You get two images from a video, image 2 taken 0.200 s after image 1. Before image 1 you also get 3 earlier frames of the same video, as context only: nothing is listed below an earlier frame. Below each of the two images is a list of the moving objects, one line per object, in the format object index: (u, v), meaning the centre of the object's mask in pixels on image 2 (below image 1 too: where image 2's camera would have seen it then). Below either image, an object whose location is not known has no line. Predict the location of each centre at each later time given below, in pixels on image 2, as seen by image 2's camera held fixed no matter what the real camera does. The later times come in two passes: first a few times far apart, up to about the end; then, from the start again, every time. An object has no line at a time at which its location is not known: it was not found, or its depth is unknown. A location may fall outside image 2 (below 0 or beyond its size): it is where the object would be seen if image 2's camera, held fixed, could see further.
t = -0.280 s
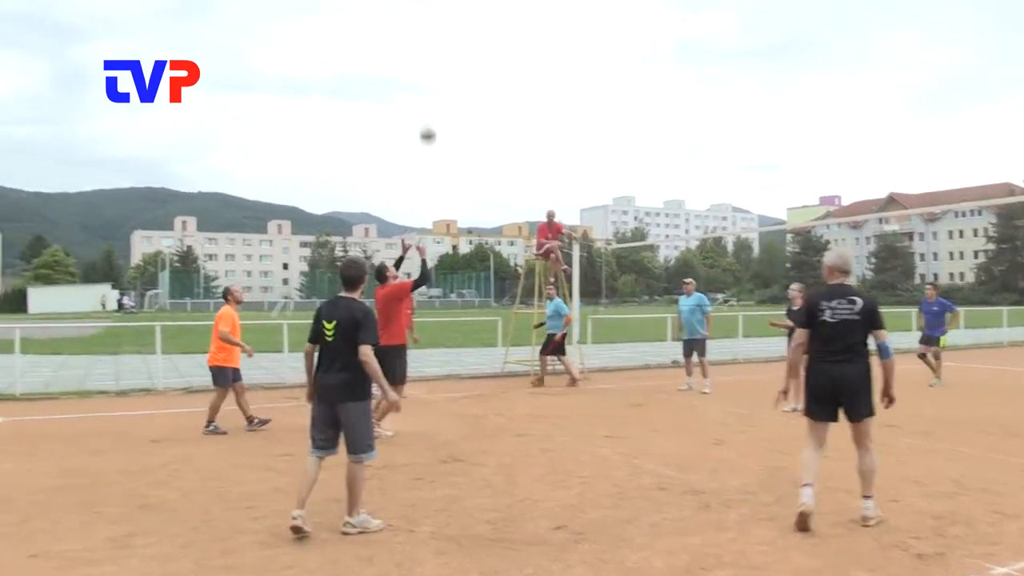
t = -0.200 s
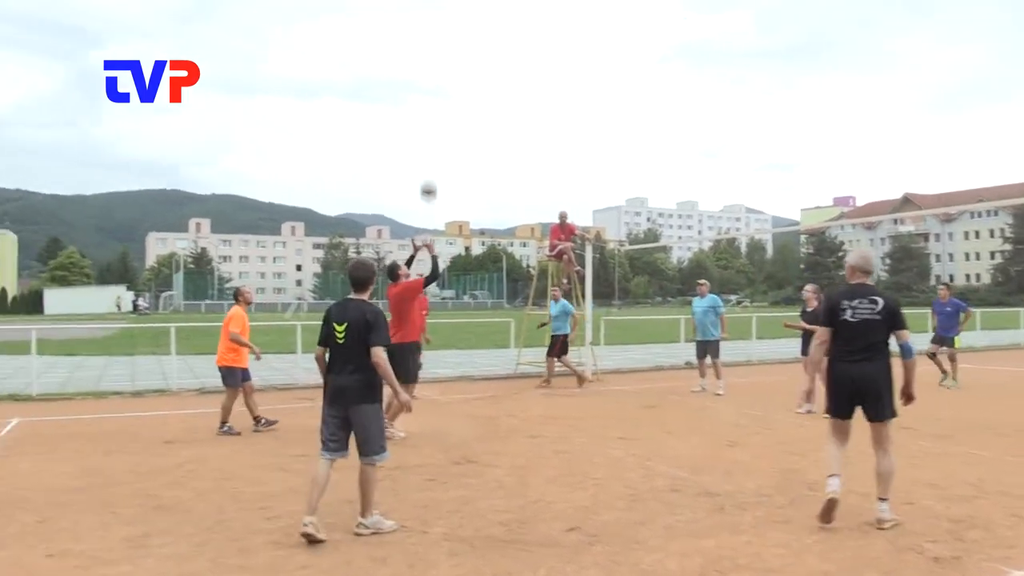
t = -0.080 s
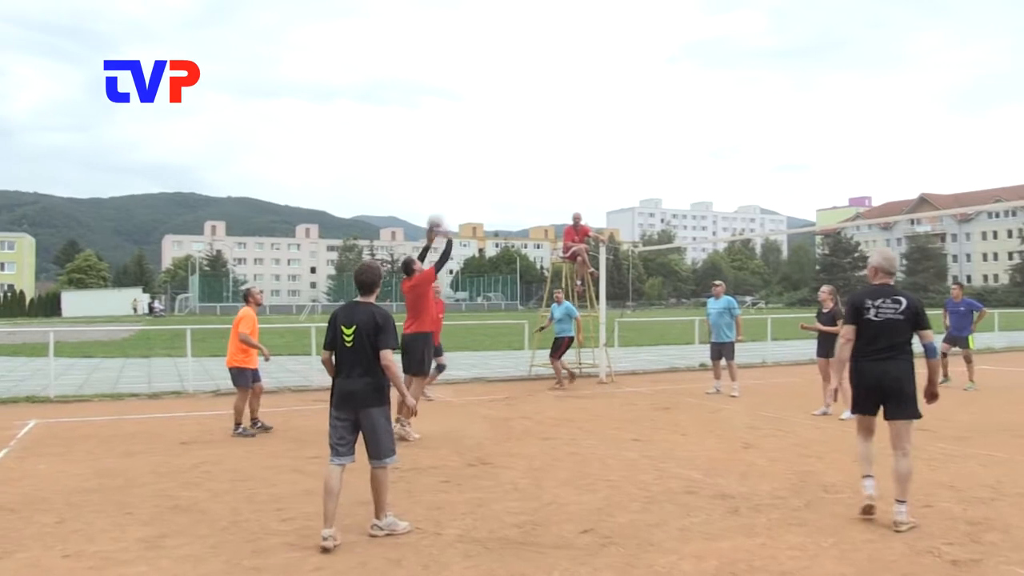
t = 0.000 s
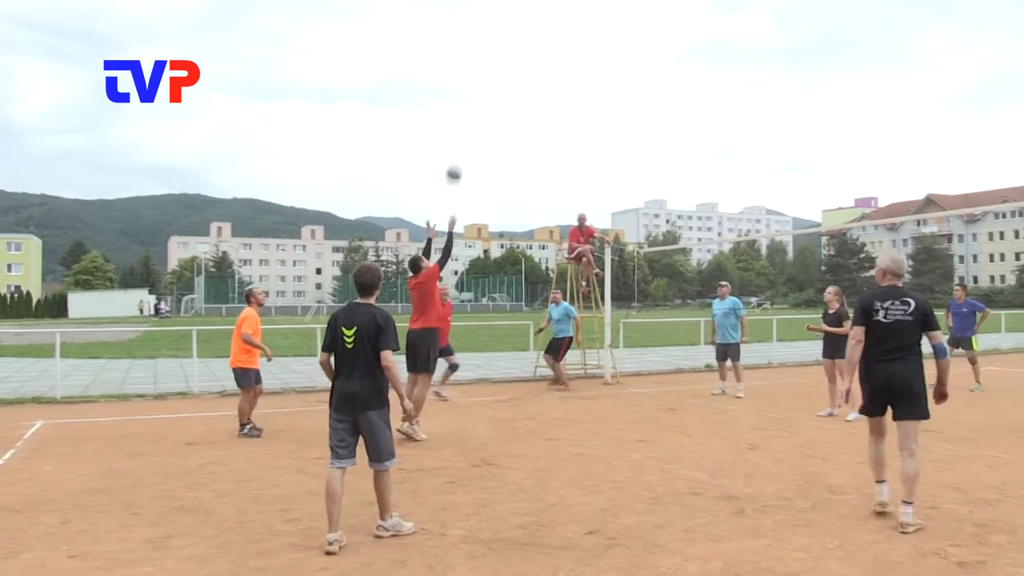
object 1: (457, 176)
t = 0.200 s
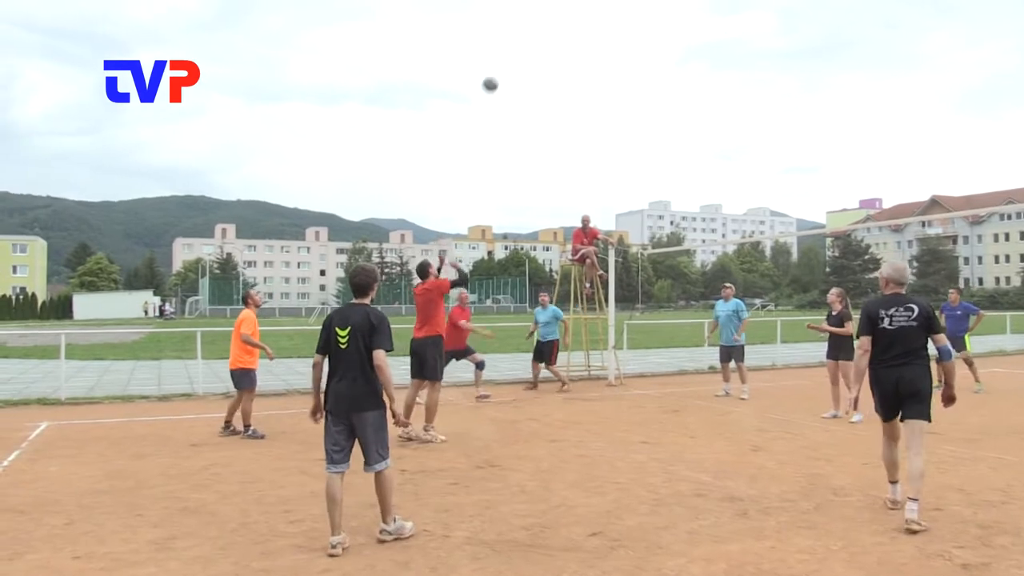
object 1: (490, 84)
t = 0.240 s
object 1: (496, 71)
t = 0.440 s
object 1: (524, 28)
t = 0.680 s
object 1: (554, 19)
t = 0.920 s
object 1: (579, 48)
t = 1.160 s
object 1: (603, 108)
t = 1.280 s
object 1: (613, 149)
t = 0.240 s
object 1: (496, 71)
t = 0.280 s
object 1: (502, 60)
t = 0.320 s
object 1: (508, 50)
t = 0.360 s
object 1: (513, 41)
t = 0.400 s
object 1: (519, 33)
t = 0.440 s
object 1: (524, 28)
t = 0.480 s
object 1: (529, 24)
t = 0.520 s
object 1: (534, 20)
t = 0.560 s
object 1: (540, 18)
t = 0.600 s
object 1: (544, 18)
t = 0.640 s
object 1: (549, 18)
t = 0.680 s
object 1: (554, 19)
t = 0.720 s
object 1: (558, 21)
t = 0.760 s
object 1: (562, 25)
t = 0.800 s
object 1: (567, 29)
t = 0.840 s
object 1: (571, 34)
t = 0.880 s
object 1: (575, 40)
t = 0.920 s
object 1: (579, 48)
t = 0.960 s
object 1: (584, 56)
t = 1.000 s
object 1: (587, 65)
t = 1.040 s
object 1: (591, 74)
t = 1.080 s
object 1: (595, 85)
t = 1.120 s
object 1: (599, 96)
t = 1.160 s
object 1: (603, 108)
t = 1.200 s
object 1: (606, 121)
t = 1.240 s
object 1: (609, 135)
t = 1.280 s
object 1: (613, 149)
